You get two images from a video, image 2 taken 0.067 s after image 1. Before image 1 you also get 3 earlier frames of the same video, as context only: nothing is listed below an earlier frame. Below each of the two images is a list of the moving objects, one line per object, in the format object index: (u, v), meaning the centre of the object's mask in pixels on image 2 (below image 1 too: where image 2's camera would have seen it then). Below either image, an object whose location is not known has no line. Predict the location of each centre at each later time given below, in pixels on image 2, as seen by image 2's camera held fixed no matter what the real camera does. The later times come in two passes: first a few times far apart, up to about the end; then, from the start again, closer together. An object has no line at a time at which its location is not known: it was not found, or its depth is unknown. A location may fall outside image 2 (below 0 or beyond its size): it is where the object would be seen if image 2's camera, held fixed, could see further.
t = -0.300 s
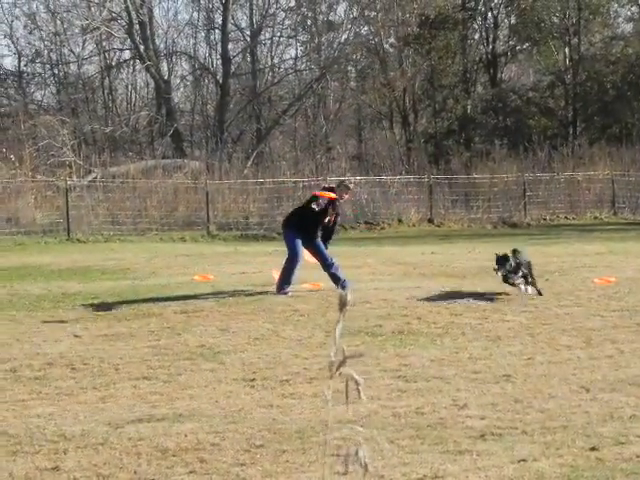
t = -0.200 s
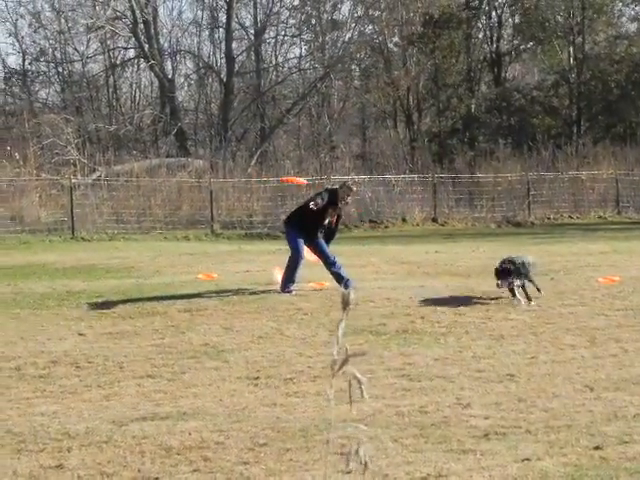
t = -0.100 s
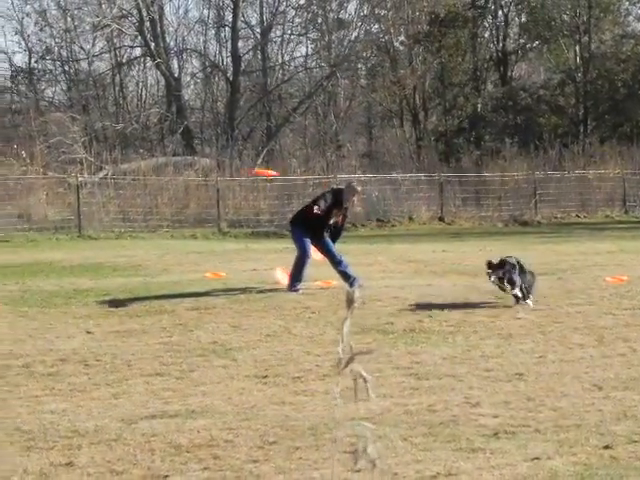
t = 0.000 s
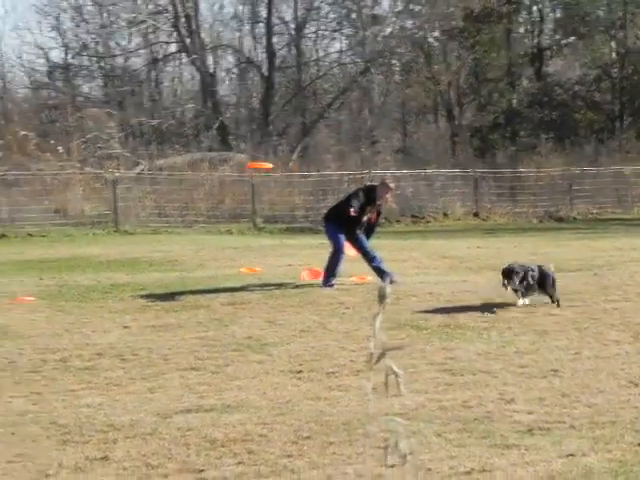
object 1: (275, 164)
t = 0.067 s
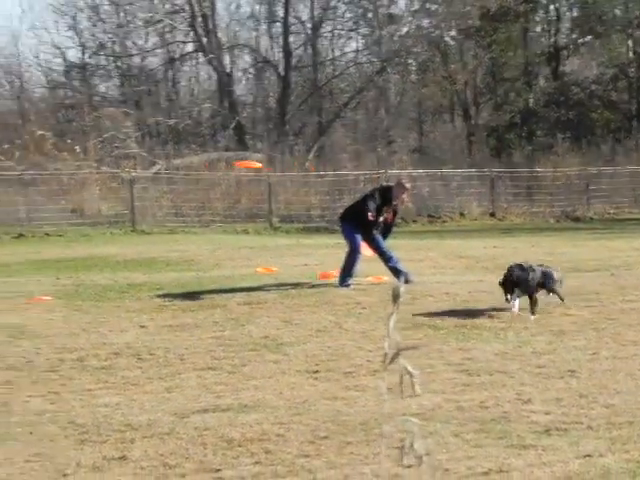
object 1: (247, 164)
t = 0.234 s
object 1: (174, 168)
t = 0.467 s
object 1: (59, 183)
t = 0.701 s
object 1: (-80, 208)
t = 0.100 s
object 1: (235, 166)
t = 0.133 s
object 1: (220, 166)
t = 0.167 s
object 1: (205, 166)
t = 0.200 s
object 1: (189, 166)
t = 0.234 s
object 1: (174, 168)
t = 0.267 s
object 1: (160, 169)
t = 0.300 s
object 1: (144, 171)
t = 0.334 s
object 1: (126, 173)
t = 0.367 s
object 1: (109, 176)
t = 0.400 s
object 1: (94, 179)
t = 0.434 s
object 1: (76, 181)
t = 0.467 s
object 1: (59, 183)
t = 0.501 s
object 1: (38, 185)
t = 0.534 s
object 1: (18, 189)
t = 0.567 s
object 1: (1, 192)
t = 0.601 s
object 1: (-16, 196)
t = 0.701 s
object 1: (-80, 208)
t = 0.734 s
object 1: (-102, 213)
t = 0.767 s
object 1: (-126, 218)
